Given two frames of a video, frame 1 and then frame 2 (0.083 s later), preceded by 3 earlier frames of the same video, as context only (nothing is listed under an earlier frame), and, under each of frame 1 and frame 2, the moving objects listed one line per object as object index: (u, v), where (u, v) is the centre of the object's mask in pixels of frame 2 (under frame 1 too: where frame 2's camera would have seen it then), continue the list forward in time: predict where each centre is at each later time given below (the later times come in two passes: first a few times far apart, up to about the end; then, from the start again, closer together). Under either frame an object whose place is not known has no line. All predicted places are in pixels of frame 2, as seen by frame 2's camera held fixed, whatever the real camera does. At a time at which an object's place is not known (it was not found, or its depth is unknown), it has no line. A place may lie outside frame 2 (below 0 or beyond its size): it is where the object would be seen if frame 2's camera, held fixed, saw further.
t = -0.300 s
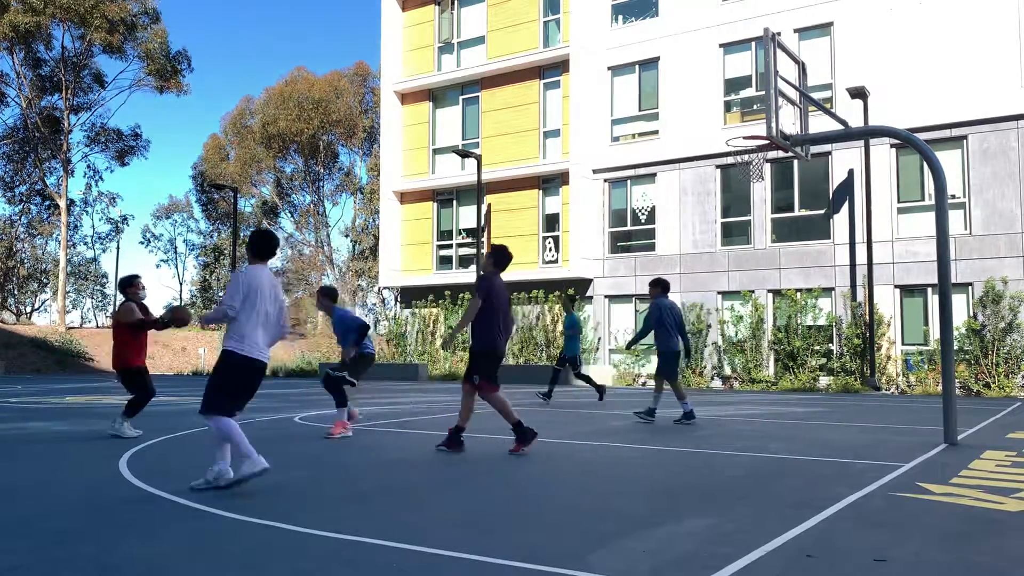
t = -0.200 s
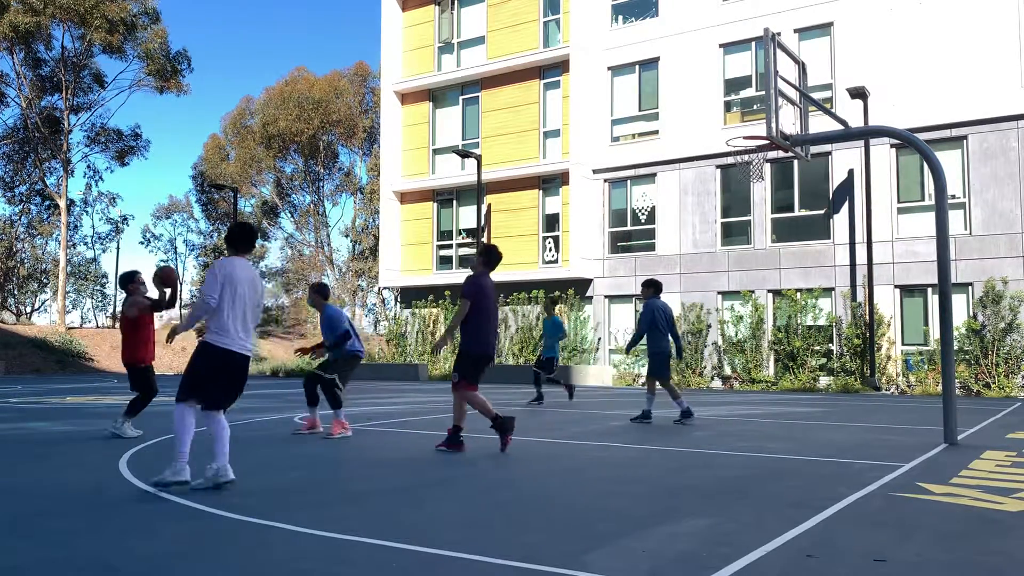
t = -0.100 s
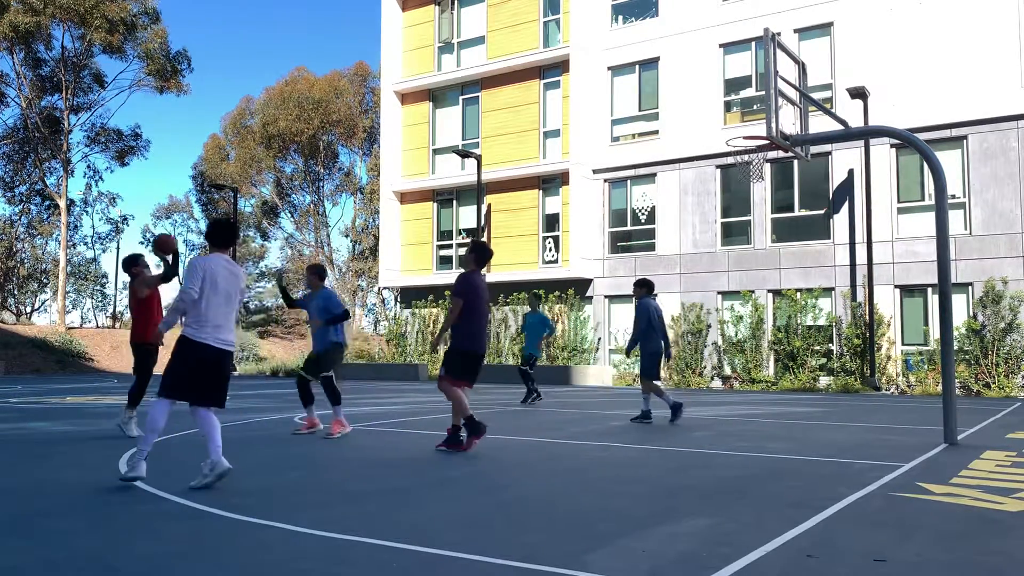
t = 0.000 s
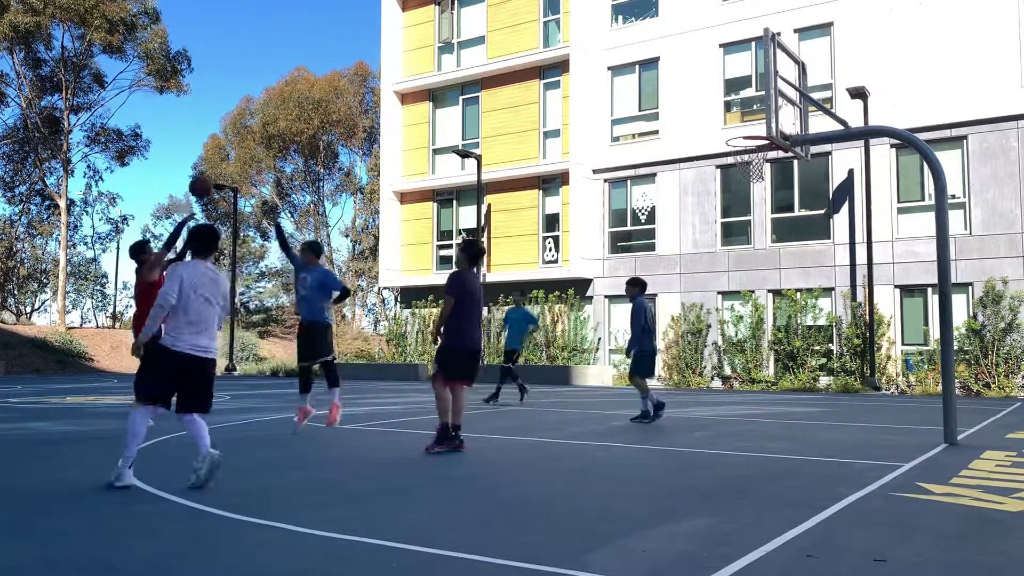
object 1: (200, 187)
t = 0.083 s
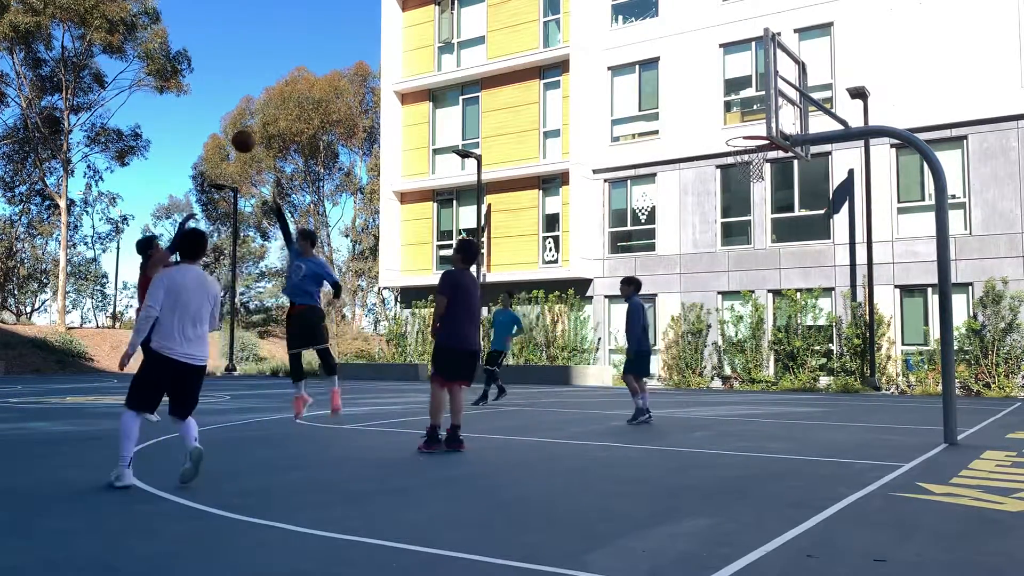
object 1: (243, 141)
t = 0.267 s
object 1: (334, 66)
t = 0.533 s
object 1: (461, 13)
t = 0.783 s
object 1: (577, 22)
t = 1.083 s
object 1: (714, 105)
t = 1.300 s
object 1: (770, 165)
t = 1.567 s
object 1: (775, 218)
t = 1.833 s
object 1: (784, 343)
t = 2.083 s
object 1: (777, 367)
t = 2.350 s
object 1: (750, 282)
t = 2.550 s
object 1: (730, 265)
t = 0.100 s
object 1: (251, 133)
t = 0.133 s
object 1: (268, 117)
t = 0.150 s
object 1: (277, 110)
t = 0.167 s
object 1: (285, 103)
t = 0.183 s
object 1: (294, 96)
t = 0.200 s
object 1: (302, 89)
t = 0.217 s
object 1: (310, 83)
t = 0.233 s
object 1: (318, 77)
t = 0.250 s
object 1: (326, 71)
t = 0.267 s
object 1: (334, 66)
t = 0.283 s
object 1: (343, 61)
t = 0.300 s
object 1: (351, 56)
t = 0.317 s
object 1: (359, 51)
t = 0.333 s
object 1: (367, 47)
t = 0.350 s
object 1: (375, 42)
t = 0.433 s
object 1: (415, 25)
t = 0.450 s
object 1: (423, 22)
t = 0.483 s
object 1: (438, 18)
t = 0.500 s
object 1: (446, 16)
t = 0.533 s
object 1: (461, 13)
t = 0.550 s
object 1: (469, 11)
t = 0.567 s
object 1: (477, 11)
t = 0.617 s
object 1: (500, 10)
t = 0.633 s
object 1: (508, 11)
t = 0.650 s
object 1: (516, 11)
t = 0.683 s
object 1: (531, 12)
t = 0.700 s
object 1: (538, 13)
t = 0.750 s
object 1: (562, 18)
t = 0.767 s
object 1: (569, 20)
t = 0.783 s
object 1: (577, 22)
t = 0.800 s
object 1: (584, 24)
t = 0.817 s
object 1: (592, 27)
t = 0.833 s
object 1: (600, 30)
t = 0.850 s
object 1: (608, 34)
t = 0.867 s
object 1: (615, 37)
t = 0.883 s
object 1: (623, 41)
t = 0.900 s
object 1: (630, 45)
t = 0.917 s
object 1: (638, 50)
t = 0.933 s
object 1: (646, 54)
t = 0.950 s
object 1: (653, 58)
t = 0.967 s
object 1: (661, 63)
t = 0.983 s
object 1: (668, 68)
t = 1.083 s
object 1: (714, 105)
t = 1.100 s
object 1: (721, 112)
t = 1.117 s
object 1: (729, 120)
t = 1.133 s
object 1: (736, 126)
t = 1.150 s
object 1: (743, 135)
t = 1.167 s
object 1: (751, 142)
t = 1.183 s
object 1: (759, 151)
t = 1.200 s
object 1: (763, 158)
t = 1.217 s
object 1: (766, 158)
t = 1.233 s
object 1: (768, 162)
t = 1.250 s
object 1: (769, 162)
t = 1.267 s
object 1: (769, 163)
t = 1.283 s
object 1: (769, 164)
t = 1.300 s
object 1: (770, 165)
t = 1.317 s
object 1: (770, 166)
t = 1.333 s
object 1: (771, 167)
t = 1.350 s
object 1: (771, 168)
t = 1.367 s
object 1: (771, 171)
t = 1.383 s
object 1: (771, 174)
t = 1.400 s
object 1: (772, 176)
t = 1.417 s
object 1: (772, 179)
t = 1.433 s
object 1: (772, 182)
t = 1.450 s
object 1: (773, 186)
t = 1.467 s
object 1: (773, 190)
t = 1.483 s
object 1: (774, 193)
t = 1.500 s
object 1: (774, 198)
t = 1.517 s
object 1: (774, 202)
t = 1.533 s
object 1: (774, 207)
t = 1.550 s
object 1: (775, 213)
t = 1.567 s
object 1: (775, 218)
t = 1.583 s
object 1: (776, 223)
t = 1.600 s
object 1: (776, 229)
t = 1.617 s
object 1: (777, 235)
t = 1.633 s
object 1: (777, 242)
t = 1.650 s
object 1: (778, 249)
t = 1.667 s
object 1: (779, 255)
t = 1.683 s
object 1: (779, 263)
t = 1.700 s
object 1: (780, 270)
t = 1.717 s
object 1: (780, 278)
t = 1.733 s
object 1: (781, 286)
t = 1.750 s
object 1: (781, 295)
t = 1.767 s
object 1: (782, 304)
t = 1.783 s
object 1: (782, 313)
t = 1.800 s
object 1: (783, 322)
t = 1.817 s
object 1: (783, 332)
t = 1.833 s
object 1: (784, 343)
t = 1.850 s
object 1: (785, 352)
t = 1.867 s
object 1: (785, 364)
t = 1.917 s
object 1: (788, 397)
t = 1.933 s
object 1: (789, 409)
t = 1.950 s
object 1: (789, 421)
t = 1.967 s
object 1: (789, 427)
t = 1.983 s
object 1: (788, 417)
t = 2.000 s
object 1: (786, 408)
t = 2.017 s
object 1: (784, 400)
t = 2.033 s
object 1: (782, 392)
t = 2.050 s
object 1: (781, 383)
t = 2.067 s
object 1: (779, 375)
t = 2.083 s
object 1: (777, 367)
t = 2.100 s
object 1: (775, 360)
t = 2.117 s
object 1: (773, 352)
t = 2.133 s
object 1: (772, 346)
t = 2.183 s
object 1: (767, 327)
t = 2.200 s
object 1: (765, 321)
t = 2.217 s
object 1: (764, 316)
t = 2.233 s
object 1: (761, 311)
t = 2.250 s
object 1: (760, 306)
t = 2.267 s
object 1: (758, 301)
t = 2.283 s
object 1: (756, 297)
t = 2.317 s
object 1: (753, 289)
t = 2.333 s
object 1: (751, 285)
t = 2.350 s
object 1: (750, 282)
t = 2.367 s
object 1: (748, 279)
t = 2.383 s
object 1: (746, 277)
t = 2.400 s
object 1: (745, 274)
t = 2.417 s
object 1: (743, 272)
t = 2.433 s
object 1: (741, 271)
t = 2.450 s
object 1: (740, 269)
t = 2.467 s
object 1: (738, 268)
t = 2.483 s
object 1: (737, 266)
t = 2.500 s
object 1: (735, 266)
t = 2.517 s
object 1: (733, 265)
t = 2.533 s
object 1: (732, 265)
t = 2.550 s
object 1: (730, 265)
